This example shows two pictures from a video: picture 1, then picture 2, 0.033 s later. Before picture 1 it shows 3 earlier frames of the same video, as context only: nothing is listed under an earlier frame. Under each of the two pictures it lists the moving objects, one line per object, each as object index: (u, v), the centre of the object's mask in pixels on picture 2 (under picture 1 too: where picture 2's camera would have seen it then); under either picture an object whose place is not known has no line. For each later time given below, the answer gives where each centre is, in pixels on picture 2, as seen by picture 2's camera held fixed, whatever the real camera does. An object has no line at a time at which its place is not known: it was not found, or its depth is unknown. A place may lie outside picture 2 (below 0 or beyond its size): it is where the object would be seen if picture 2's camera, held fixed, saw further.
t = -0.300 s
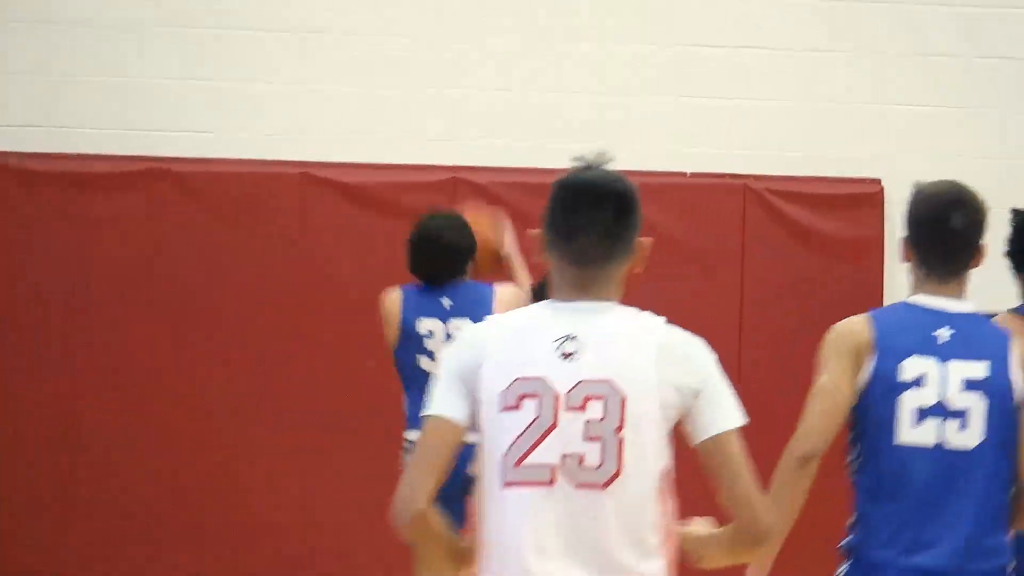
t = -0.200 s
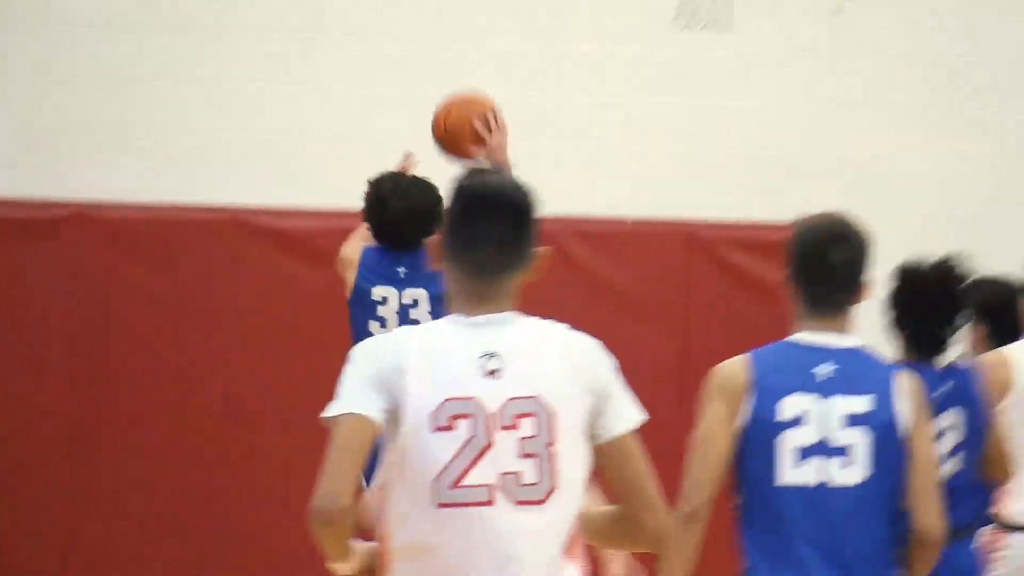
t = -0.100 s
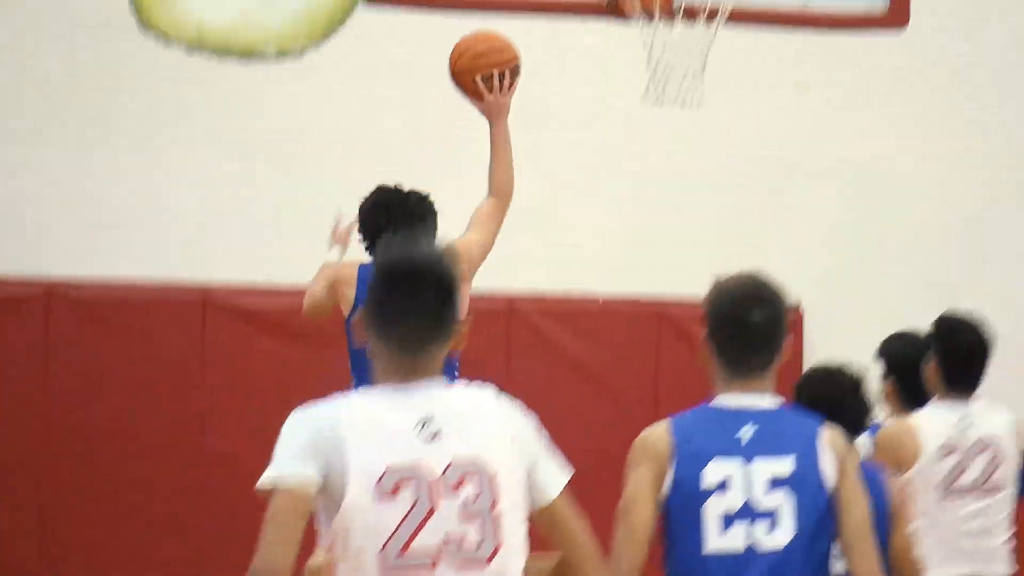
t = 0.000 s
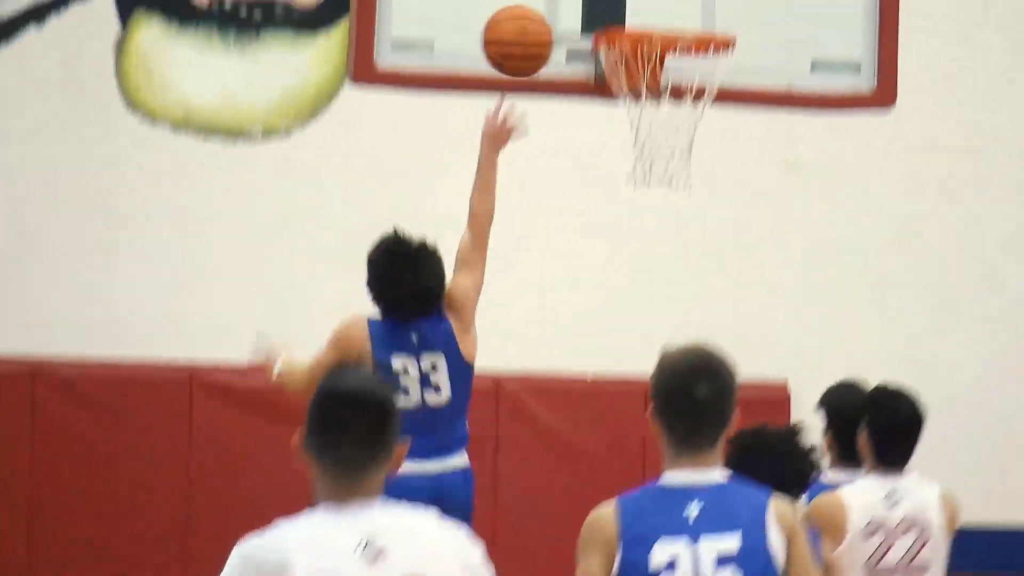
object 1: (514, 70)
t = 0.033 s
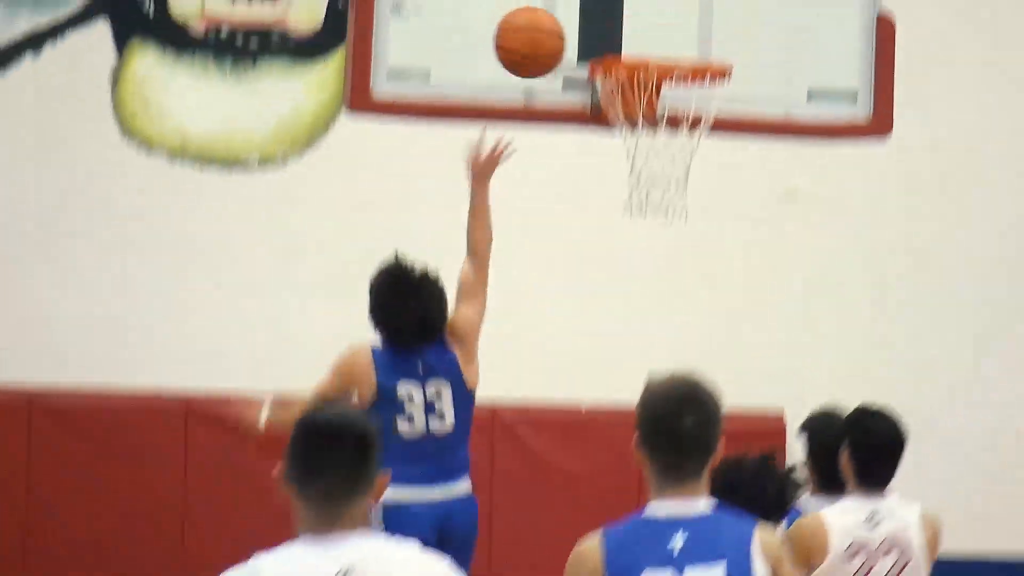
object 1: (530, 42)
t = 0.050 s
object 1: (537, 29)
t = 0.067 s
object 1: (545, 17)
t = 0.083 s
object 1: (554, 6)
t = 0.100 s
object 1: (562, -4)
